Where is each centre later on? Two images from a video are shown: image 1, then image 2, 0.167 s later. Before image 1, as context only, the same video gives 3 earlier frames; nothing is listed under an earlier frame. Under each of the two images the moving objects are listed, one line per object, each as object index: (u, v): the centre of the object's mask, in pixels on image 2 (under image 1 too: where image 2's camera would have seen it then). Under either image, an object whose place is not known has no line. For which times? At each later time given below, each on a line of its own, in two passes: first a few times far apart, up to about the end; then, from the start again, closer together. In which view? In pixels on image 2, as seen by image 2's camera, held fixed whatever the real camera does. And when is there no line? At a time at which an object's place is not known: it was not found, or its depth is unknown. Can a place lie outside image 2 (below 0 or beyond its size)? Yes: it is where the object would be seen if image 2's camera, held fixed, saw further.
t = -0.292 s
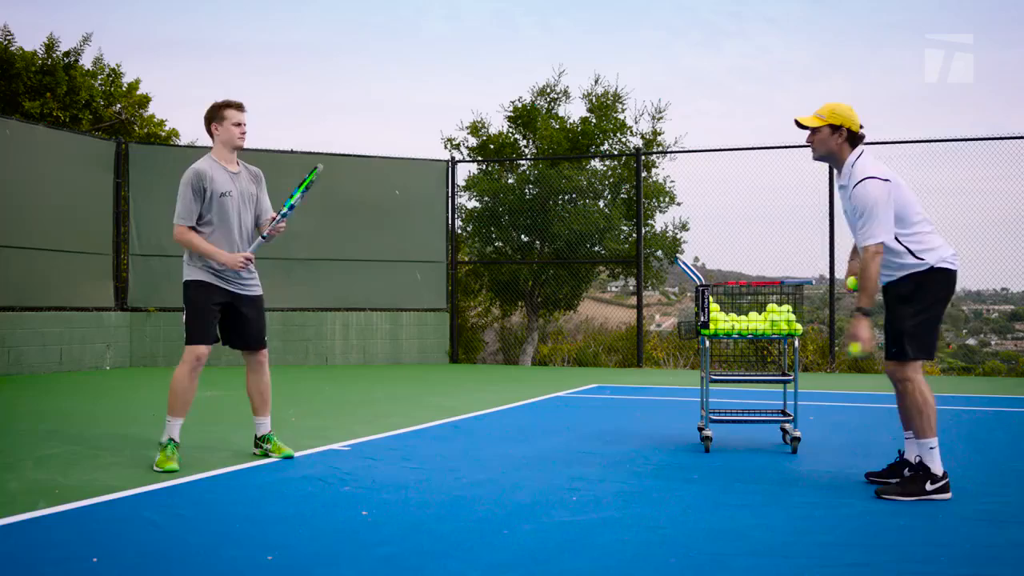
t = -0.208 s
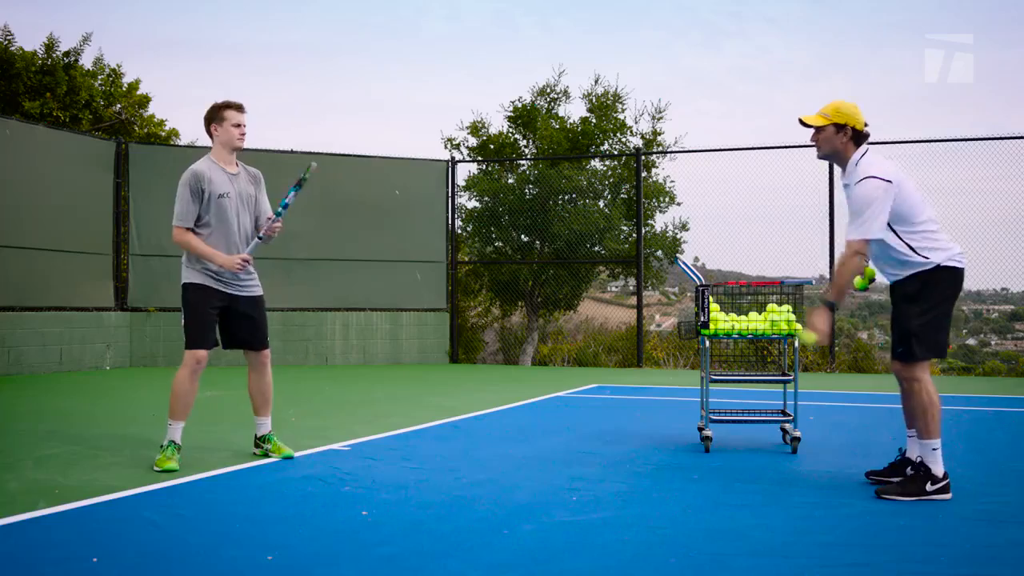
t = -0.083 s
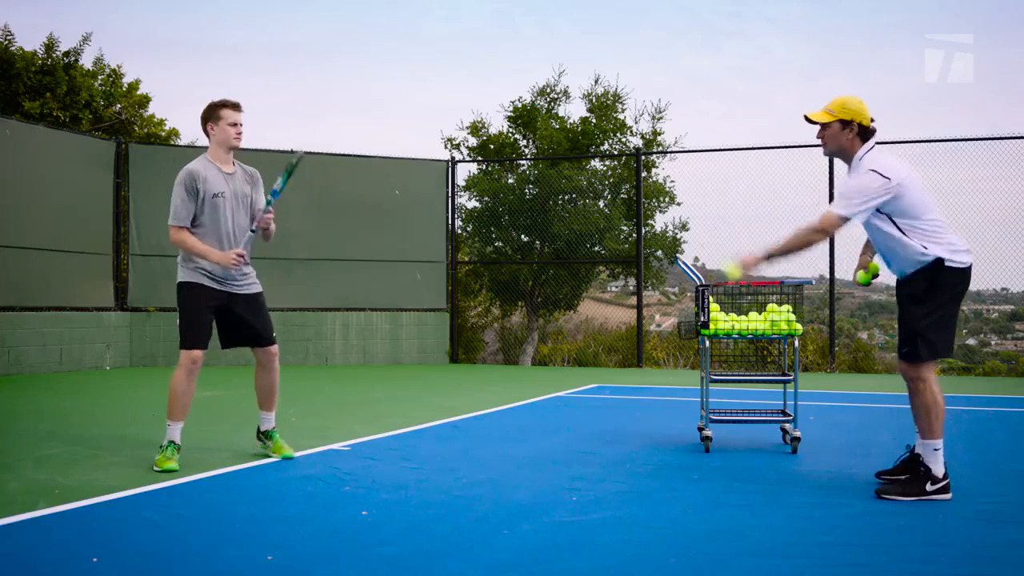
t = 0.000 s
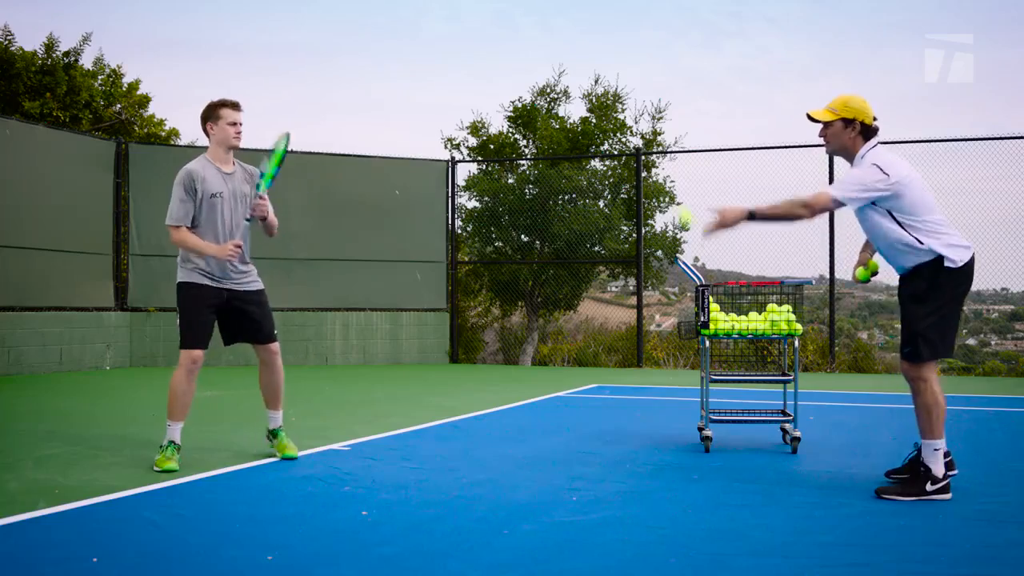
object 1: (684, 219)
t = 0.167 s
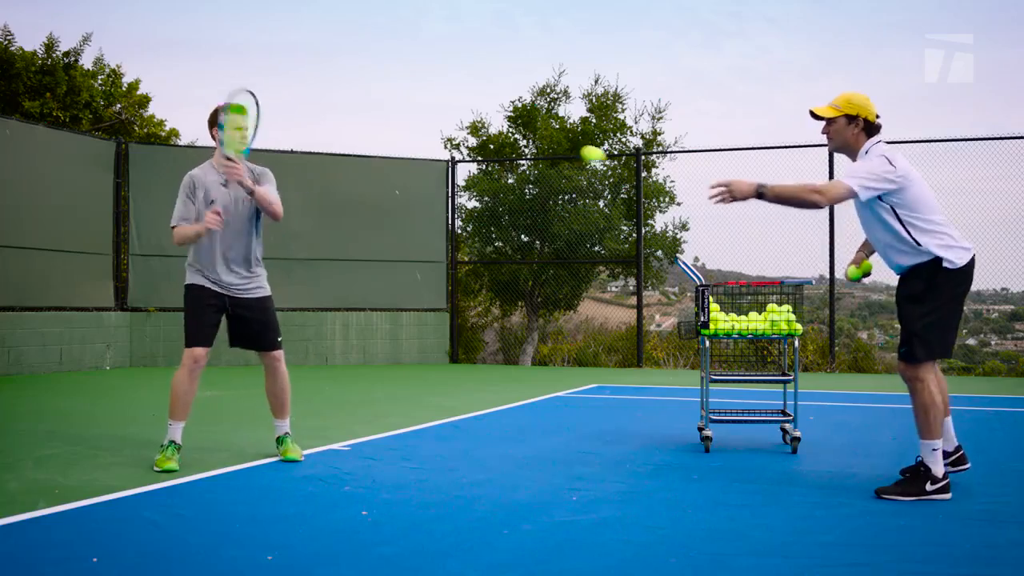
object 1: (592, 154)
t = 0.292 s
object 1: (524, 151)
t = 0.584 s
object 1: (362, 289)
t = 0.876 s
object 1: (227, 411)
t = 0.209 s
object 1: (569, 149)
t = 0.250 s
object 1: (547, 148)
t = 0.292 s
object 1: (524, 151)
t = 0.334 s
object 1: (500, 158)
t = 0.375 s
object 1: (478, 169)
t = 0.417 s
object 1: (453, 186)
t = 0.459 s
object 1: (431, 205)
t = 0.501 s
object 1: (408, 228)
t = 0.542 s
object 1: (385, 256)
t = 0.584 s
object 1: (362, 289)
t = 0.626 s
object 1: (340, 325)
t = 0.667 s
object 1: (317, 365)
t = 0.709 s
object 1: (295, 409)
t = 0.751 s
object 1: (272, 457)
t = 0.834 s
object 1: (240, 448)
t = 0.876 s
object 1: (227, 411)
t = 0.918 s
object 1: (215, 379)
